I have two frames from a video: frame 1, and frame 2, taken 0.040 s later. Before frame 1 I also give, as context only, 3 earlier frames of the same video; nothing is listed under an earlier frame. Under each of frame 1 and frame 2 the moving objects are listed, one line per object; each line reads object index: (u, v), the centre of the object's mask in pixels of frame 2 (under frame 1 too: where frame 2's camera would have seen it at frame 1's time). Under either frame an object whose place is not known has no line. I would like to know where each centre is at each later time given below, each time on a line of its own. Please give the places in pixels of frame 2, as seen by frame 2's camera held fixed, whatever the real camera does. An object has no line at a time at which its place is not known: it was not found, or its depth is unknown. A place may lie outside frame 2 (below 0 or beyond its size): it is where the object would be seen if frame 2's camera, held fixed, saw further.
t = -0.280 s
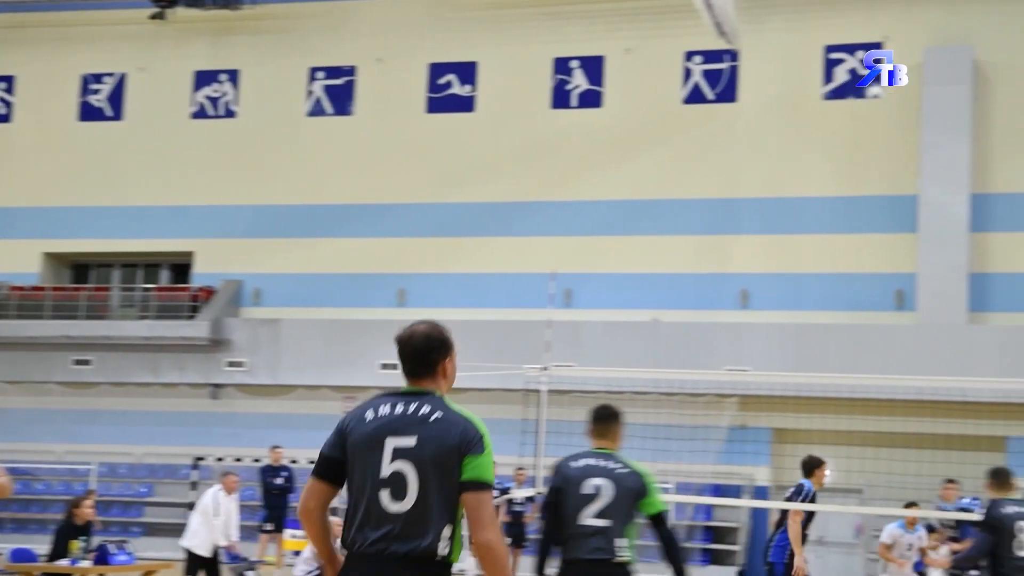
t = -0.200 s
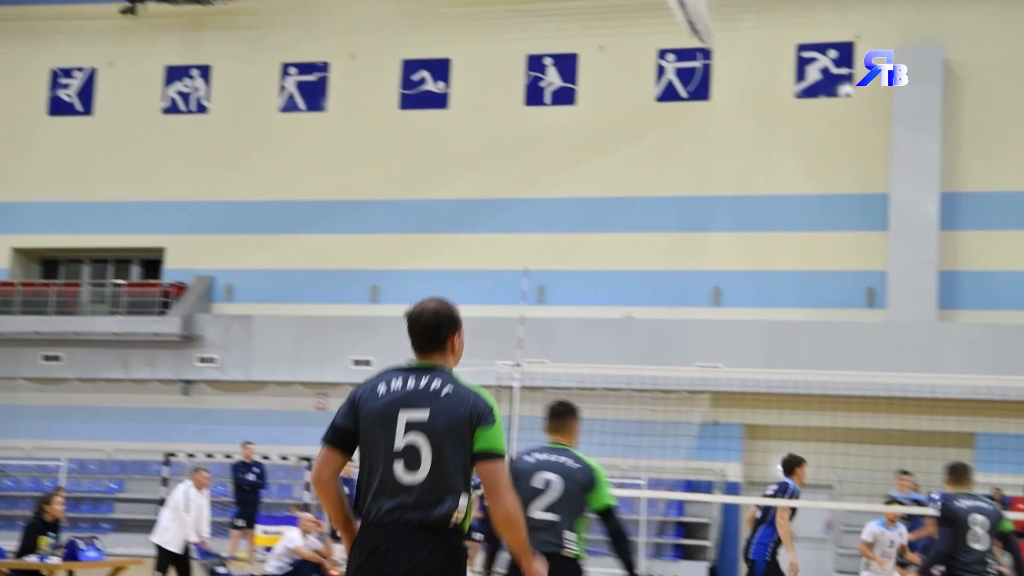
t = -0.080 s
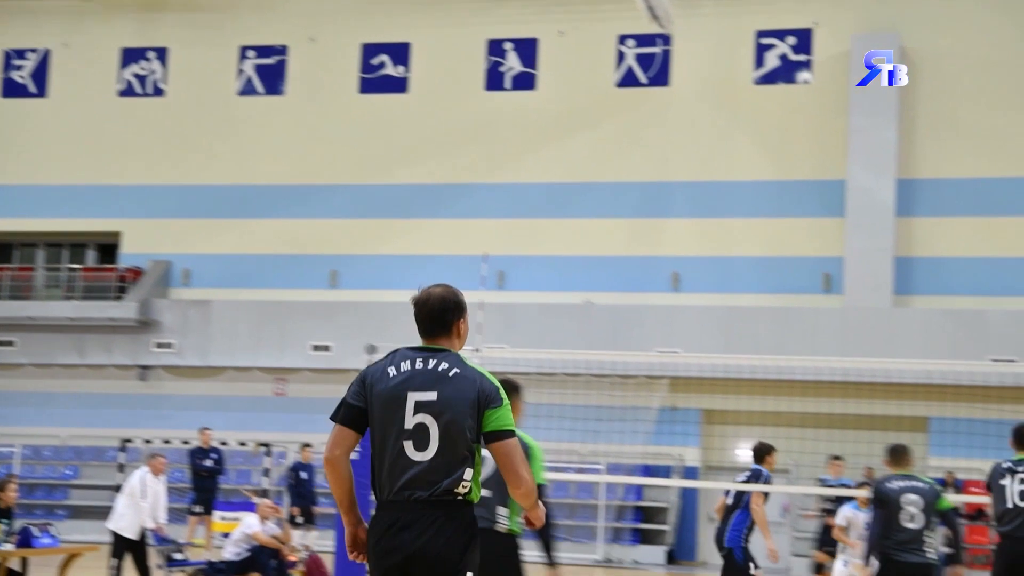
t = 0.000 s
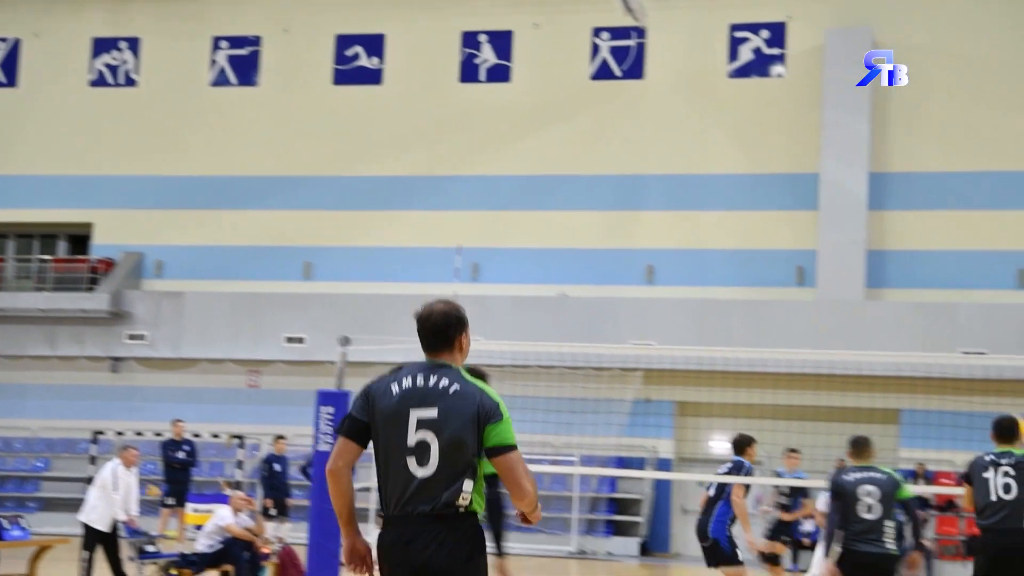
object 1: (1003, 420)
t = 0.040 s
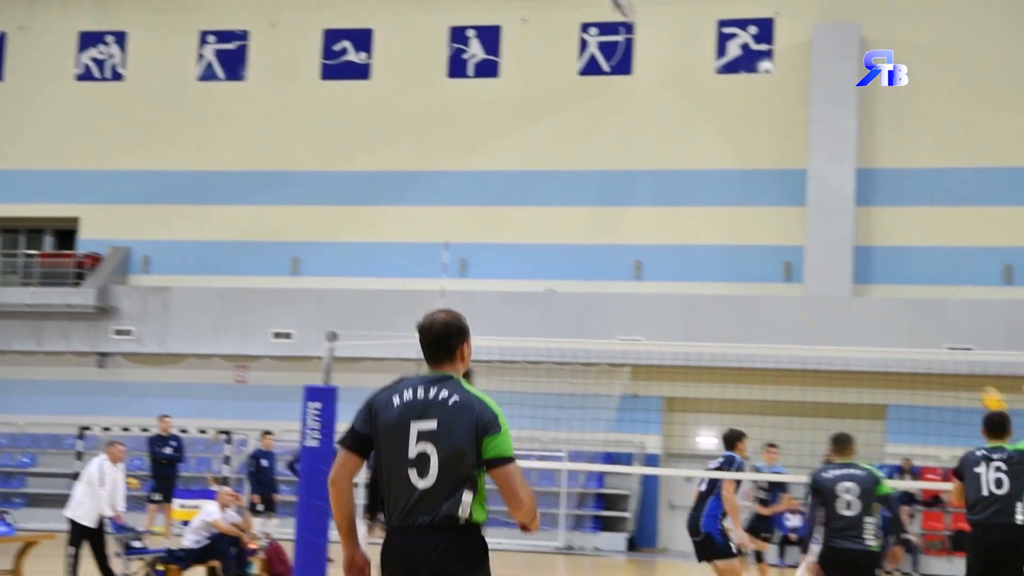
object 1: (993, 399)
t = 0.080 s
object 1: (982, 380)
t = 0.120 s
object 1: (972, 366)
